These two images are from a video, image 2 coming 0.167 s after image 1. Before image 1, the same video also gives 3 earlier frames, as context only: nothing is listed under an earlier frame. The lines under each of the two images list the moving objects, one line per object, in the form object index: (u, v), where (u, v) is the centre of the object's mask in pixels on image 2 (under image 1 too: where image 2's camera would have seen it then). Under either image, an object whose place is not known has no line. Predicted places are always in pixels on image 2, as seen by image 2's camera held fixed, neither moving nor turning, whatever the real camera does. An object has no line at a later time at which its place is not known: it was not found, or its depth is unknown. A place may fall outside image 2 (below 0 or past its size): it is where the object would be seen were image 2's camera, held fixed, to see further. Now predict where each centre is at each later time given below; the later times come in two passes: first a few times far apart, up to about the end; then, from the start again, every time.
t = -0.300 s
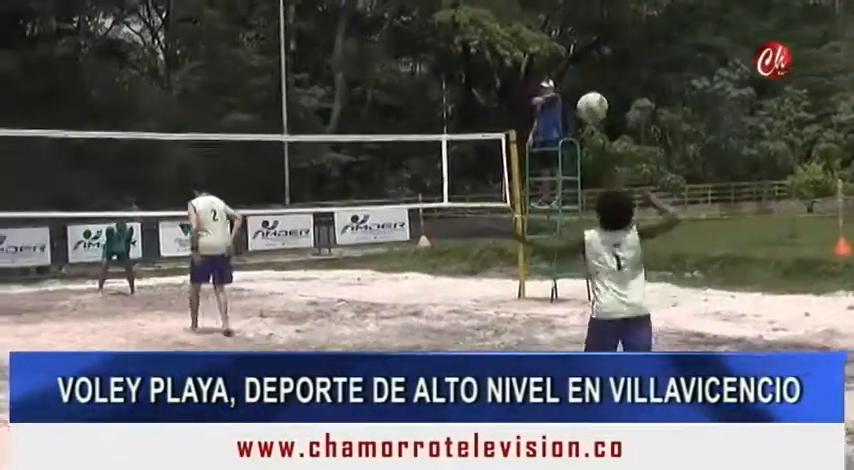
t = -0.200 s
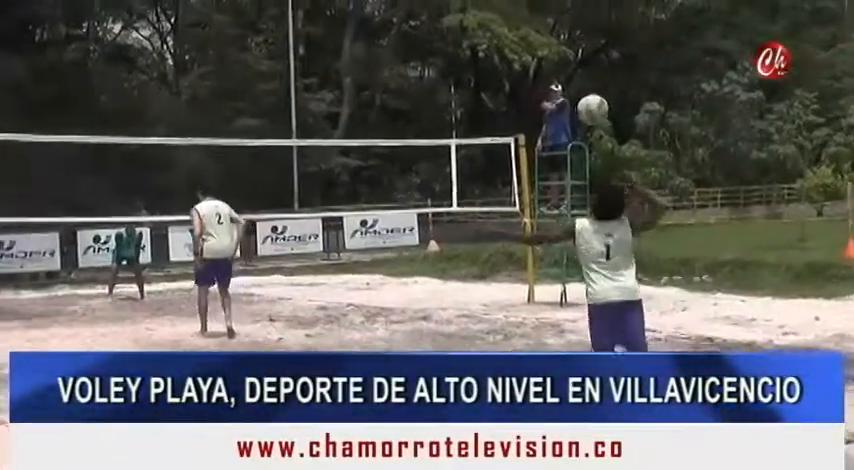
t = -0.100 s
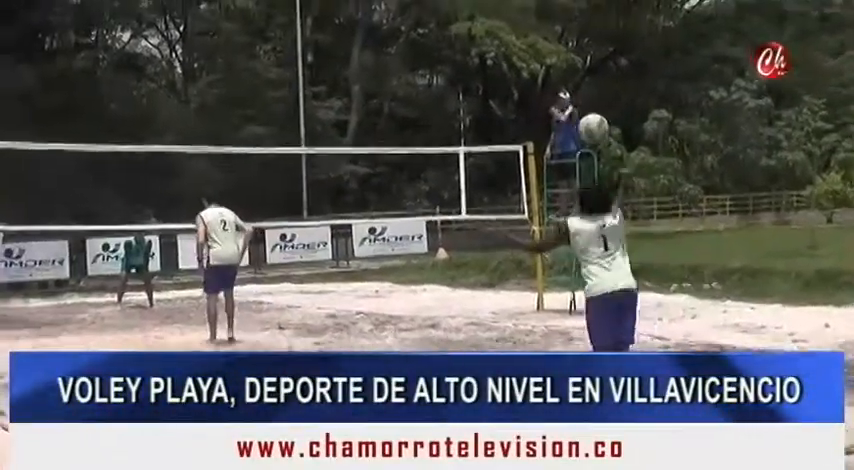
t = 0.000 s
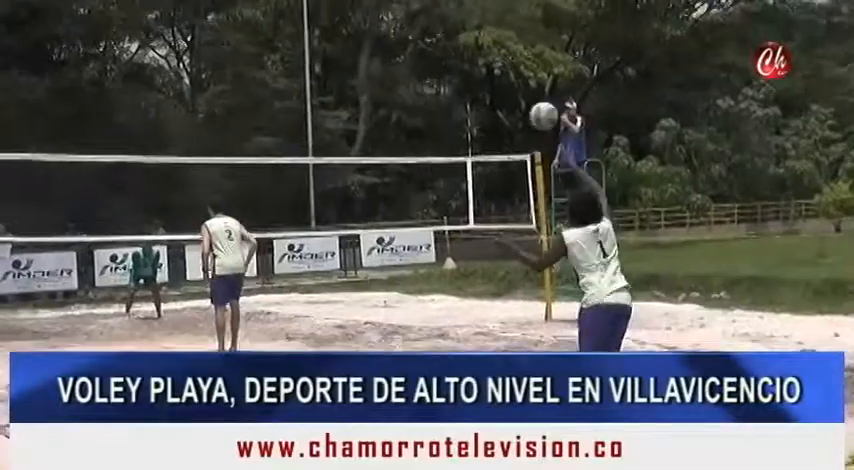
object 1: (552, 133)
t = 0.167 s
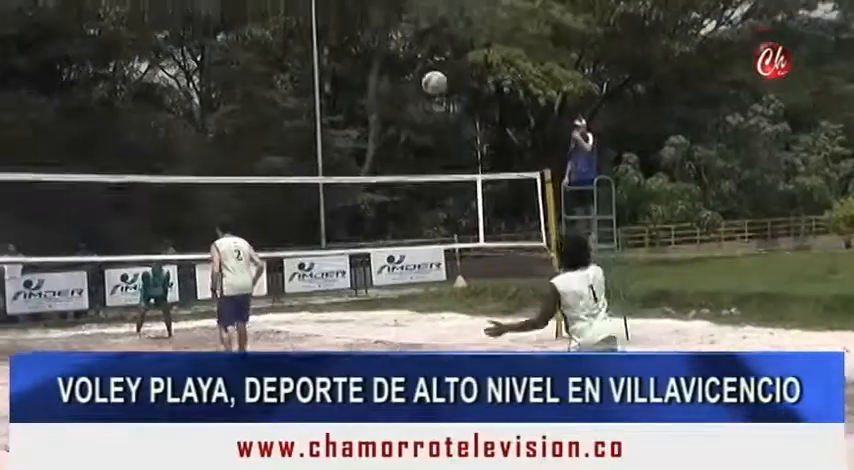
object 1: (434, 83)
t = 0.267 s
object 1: (381, 74)
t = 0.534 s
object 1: (279, 93)
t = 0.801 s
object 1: (208, 157)
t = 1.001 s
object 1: (168, 221)
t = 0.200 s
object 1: (415, 78)
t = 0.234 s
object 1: (397, 75)
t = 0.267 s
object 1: (381, 74)
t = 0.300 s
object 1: (365, 73)
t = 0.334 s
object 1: (351, 73)
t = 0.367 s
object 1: (337, 74)
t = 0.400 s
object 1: (326, 77)
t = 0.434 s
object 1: (312, 79)
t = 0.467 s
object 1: (300, 83)
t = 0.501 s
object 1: (289, 87)
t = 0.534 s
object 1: (279, 93)
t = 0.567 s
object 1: (269, 99)
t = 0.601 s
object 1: (259, 106)
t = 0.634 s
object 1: (250, 113)
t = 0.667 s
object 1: (241, 122)
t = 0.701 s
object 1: (233, 130)
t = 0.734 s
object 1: (225, 138)
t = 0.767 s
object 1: (217, 148)
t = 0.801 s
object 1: (208, 157)
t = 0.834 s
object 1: (202, 167)
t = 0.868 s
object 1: (194, 173)
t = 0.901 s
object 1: (187, 188)
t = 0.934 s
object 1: (180, 197)
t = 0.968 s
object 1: (174, 209)
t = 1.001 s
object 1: (168, 221)
